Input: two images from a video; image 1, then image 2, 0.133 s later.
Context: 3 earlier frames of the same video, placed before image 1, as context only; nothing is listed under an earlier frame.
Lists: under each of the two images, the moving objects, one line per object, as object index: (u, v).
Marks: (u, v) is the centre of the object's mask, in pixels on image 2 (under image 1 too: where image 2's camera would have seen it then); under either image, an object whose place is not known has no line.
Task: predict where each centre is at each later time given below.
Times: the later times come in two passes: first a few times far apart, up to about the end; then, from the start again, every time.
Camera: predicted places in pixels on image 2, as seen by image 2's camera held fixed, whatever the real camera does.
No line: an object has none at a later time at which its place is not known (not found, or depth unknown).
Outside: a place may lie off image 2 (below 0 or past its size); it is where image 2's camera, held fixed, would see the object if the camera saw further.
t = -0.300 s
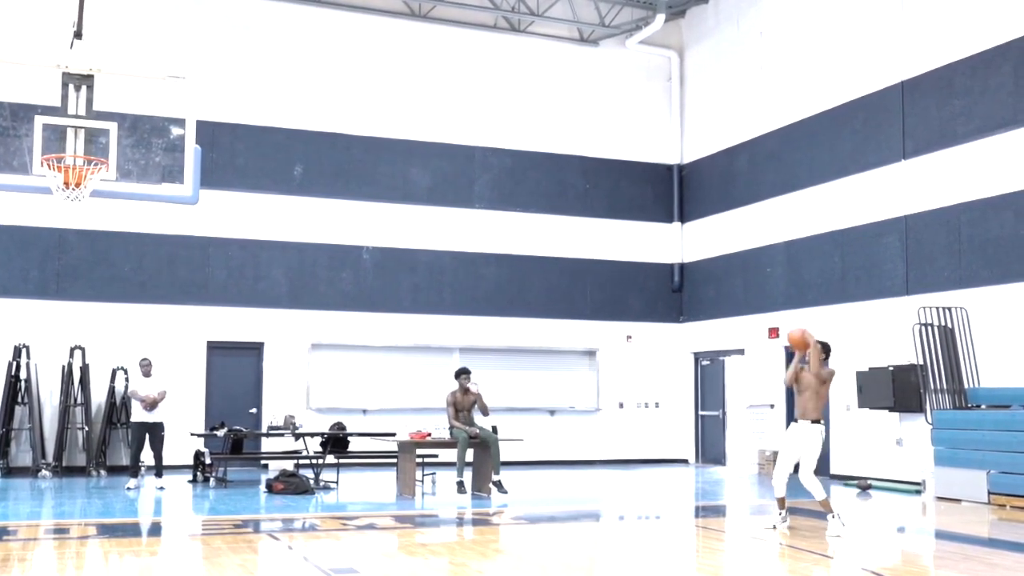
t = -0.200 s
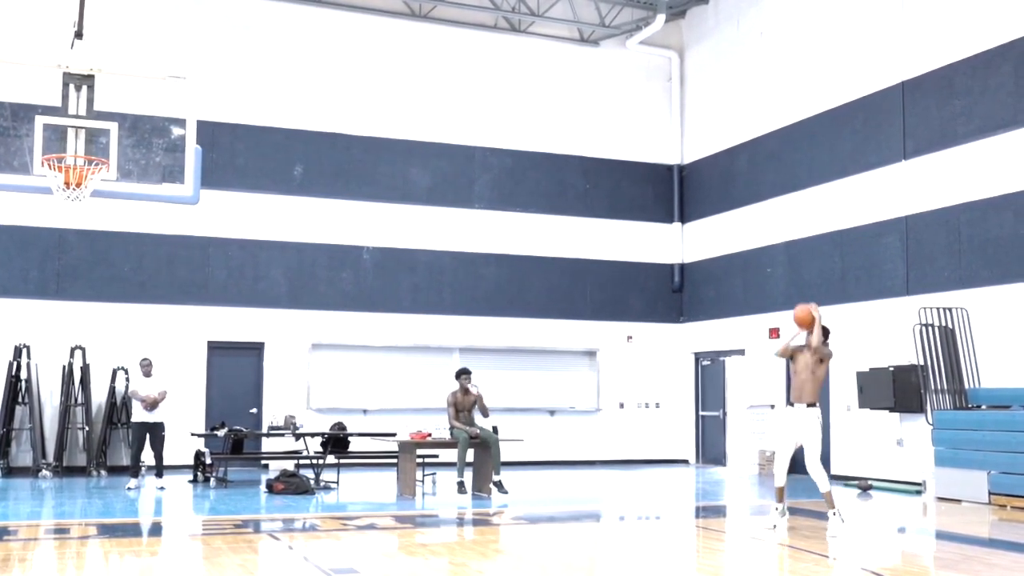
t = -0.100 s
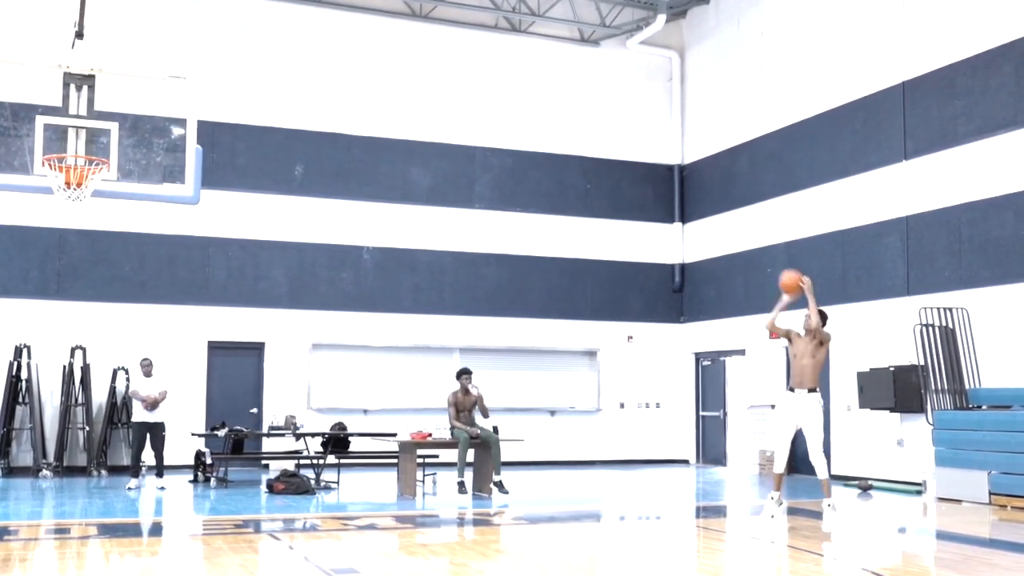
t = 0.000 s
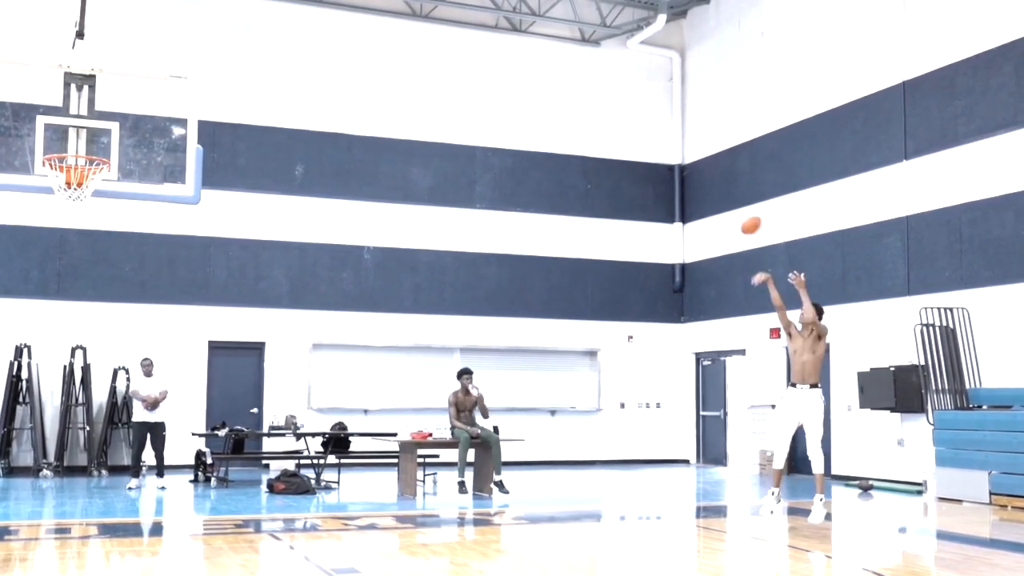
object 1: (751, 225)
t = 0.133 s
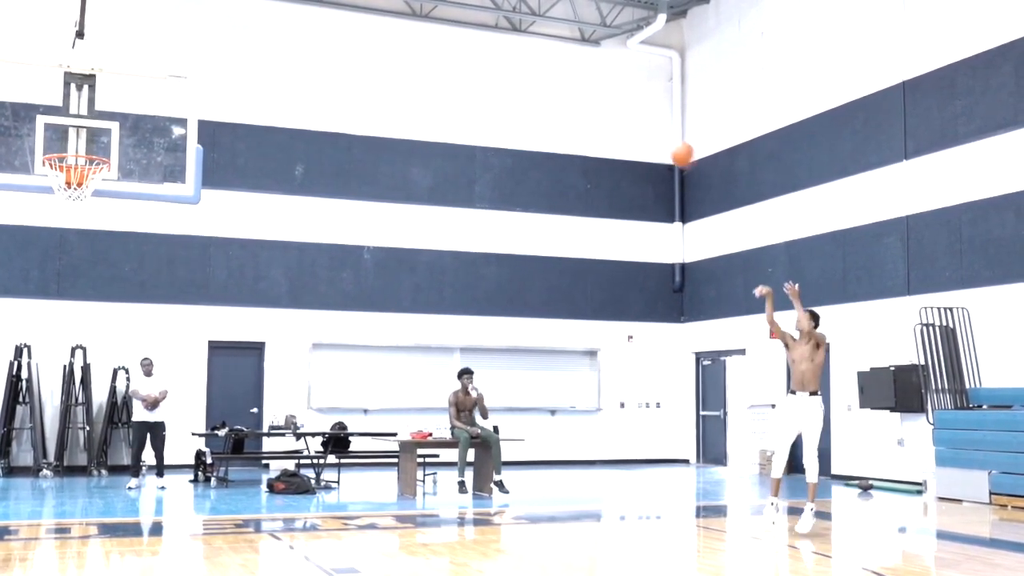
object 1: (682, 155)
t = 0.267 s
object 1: (612, 99)
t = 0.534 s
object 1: (458, 34)
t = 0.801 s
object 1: (291, 46)
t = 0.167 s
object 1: (665, 139)
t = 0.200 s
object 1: (648, 124)
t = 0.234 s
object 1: (630, 111)
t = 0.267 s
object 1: (612, 99)
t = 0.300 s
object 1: (594, 88)
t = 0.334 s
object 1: (575, 77)
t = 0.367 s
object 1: (557, 68)
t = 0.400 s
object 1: (539, 59)
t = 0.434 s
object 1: (522, 52)
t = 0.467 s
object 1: (499, 45)
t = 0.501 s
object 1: (479, 38)
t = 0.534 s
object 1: (458, 34)
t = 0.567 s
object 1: (438, 31)
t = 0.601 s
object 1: (418, 29)
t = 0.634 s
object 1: (398, 29)
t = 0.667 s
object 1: (377, 32)
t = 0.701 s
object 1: (356, 34)
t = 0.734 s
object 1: (335, 37)
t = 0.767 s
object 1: (312, 41)
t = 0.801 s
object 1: (291, 46)
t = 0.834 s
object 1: (267, 53)
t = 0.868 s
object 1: (245, 61)
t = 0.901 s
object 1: (221, 71)
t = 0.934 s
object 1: (197, 82)
